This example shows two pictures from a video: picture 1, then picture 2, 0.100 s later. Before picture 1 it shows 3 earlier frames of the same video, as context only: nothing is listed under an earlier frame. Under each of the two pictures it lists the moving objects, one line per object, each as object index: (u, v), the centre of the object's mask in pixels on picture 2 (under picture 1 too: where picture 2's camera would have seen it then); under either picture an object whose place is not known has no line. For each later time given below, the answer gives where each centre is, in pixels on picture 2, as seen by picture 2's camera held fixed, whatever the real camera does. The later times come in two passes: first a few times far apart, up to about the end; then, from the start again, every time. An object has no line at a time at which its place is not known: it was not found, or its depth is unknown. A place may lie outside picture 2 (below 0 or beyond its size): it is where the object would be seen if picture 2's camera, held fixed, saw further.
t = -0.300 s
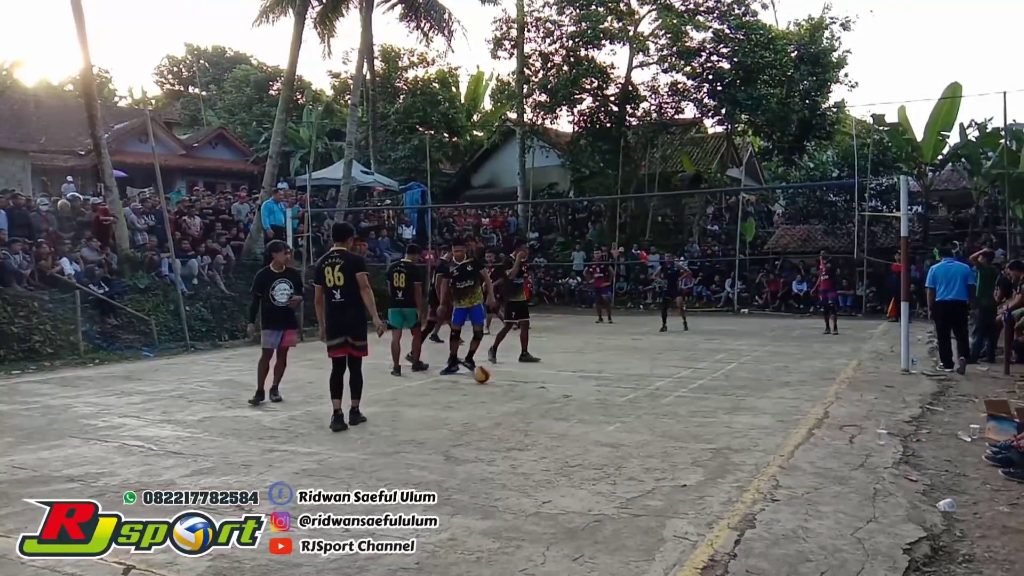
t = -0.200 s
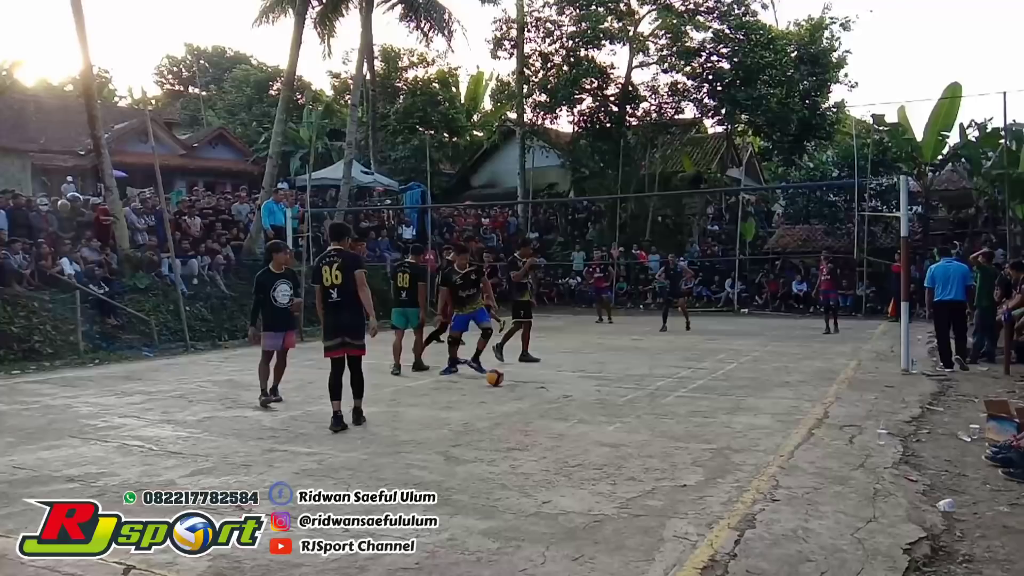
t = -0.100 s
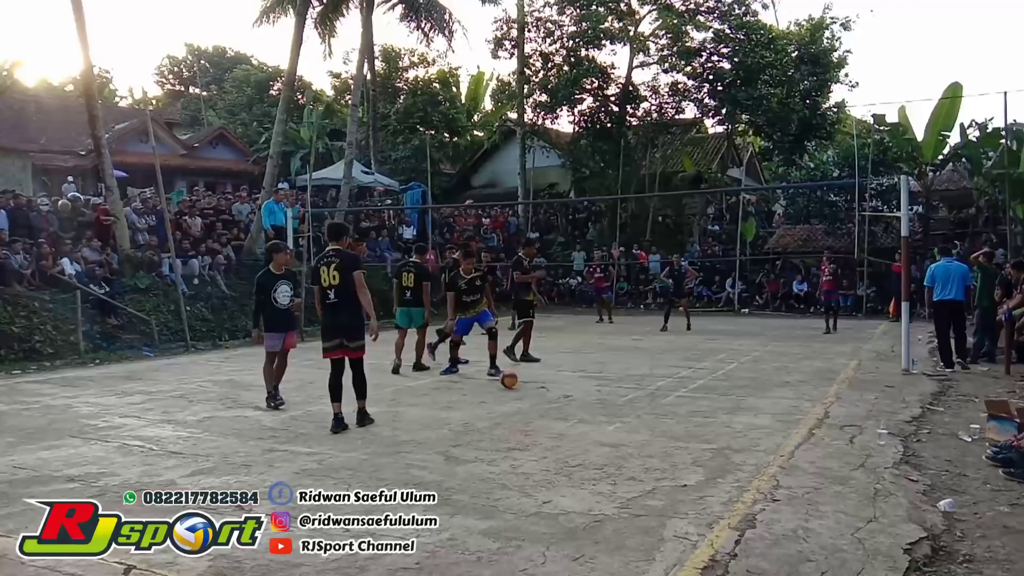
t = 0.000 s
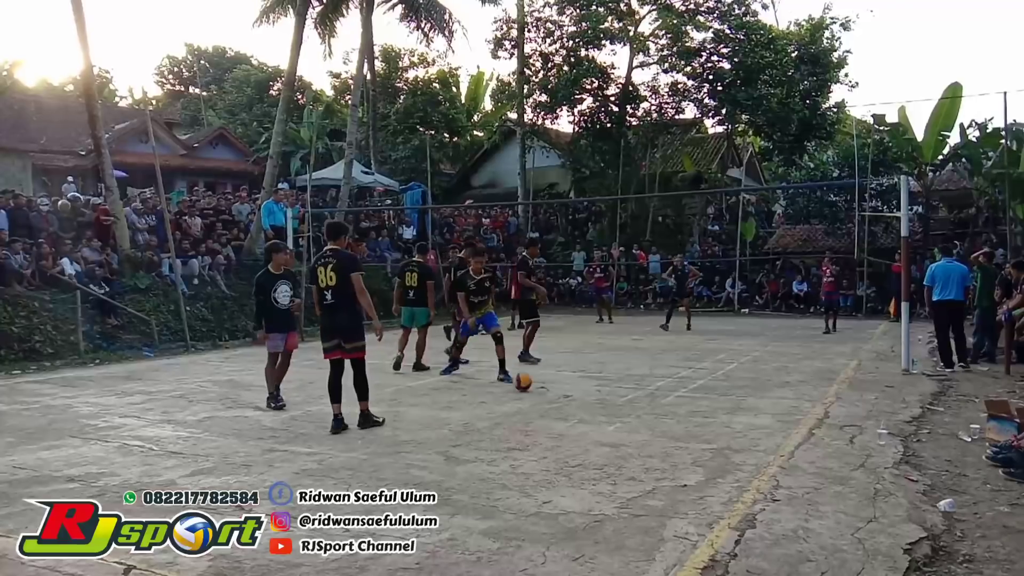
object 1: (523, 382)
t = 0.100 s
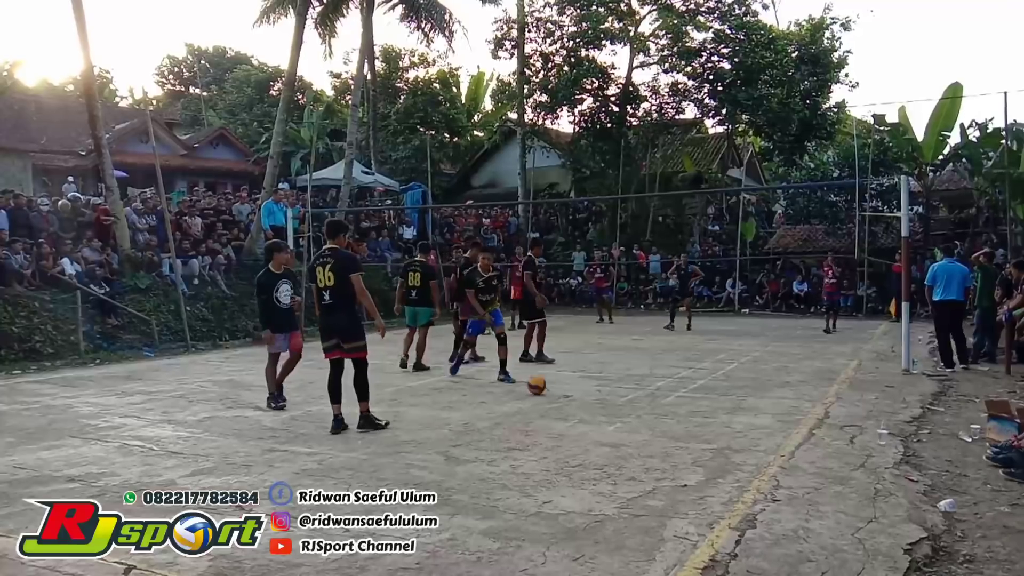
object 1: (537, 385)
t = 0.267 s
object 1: (561, 391)
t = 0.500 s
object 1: (597, 399)
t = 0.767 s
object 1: (642, 409)
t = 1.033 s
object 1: (693, 420)
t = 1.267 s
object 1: (741, 430)
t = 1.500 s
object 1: (793, 438)
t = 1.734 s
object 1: (851, 460)
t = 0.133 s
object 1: (541, 387)
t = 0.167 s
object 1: (546, 387)
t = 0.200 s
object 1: (551, 388)
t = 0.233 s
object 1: (556, 390)
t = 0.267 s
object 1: (561, 391)
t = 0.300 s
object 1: (565, 391)
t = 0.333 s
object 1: (571, 393)
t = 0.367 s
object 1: (576, 394)
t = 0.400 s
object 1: (581, 395)
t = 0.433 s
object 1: (586, 396)
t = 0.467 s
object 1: (591, 398)
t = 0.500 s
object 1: (597, 399)
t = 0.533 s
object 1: (602, 400)
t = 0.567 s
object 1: (607, 400)
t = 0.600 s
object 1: (613, 401)
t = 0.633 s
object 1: (619, 403)
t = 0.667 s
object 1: (625, 405)
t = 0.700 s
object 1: (631, 405)
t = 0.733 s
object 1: (636, 407)
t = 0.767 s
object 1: (642, 409)
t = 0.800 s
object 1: (648, 409)
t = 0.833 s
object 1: (654, 411)
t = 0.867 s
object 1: (660, 412)
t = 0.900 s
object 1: (667, 414)
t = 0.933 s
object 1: (673, 416)
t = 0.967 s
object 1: (680, 416)
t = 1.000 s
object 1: (686, 418)
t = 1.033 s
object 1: (693, 420)
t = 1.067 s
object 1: (699, 421)
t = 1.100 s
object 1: (706, 422)
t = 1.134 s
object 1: (713, 425)
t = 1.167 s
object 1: (720, 426)
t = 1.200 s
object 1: (727, 426)
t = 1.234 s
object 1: (734, 427)
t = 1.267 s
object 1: (741, 430)
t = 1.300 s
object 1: (749, 432)
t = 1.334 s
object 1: (756, 433)
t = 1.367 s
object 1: (764, 436)
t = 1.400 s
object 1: (771, 436)
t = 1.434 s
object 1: (778, 436)
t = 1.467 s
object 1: (785, 436)
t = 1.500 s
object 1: (793, 438)
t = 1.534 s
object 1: (801, 442)
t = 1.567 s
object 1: (809, 447)
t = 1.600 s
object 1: (817, 447)
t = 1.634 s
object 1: (825, 448)
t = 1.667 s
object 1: (833, 451)
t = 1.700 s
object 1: (842, 456)
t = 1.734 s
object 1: (851, 460)
